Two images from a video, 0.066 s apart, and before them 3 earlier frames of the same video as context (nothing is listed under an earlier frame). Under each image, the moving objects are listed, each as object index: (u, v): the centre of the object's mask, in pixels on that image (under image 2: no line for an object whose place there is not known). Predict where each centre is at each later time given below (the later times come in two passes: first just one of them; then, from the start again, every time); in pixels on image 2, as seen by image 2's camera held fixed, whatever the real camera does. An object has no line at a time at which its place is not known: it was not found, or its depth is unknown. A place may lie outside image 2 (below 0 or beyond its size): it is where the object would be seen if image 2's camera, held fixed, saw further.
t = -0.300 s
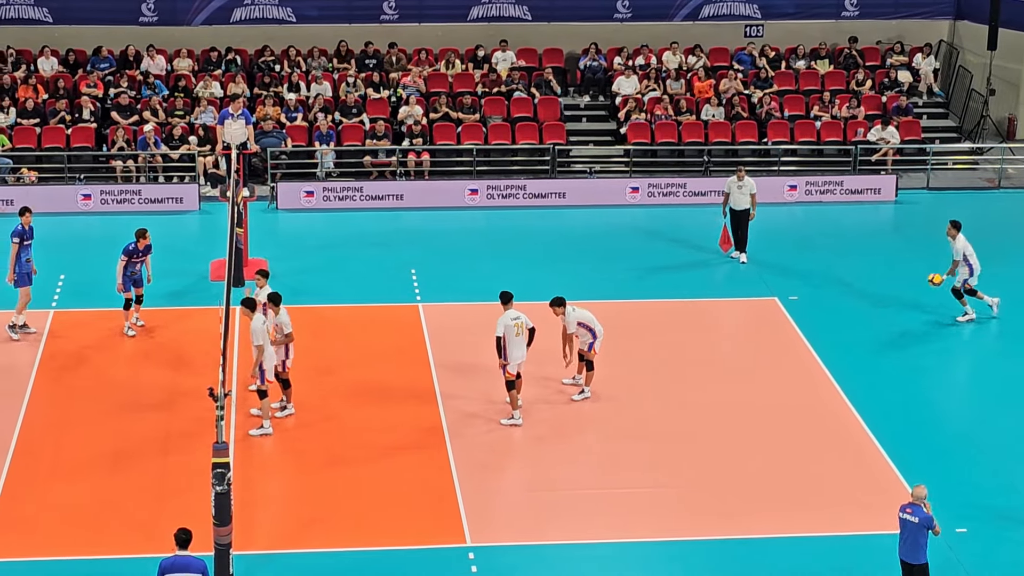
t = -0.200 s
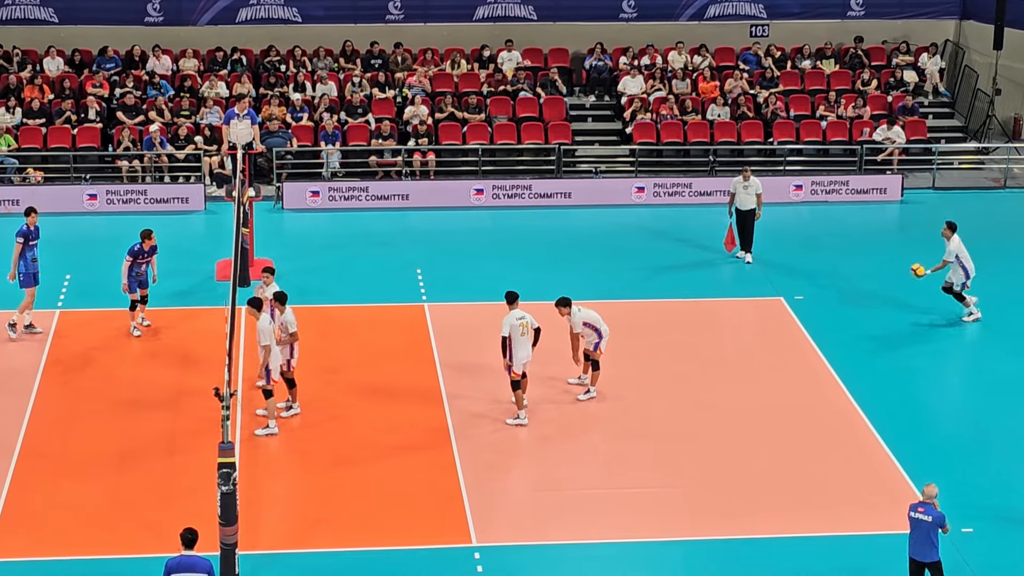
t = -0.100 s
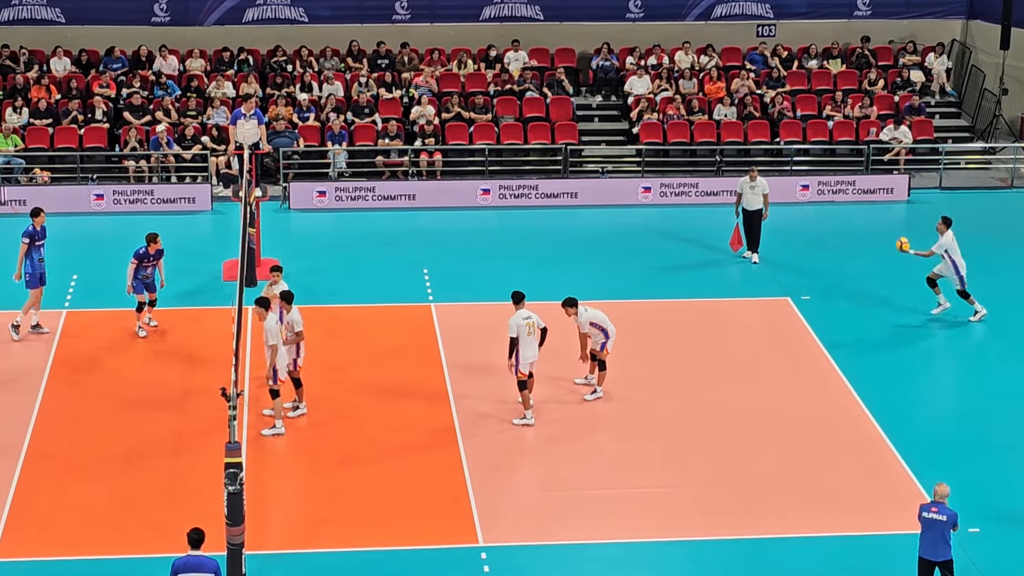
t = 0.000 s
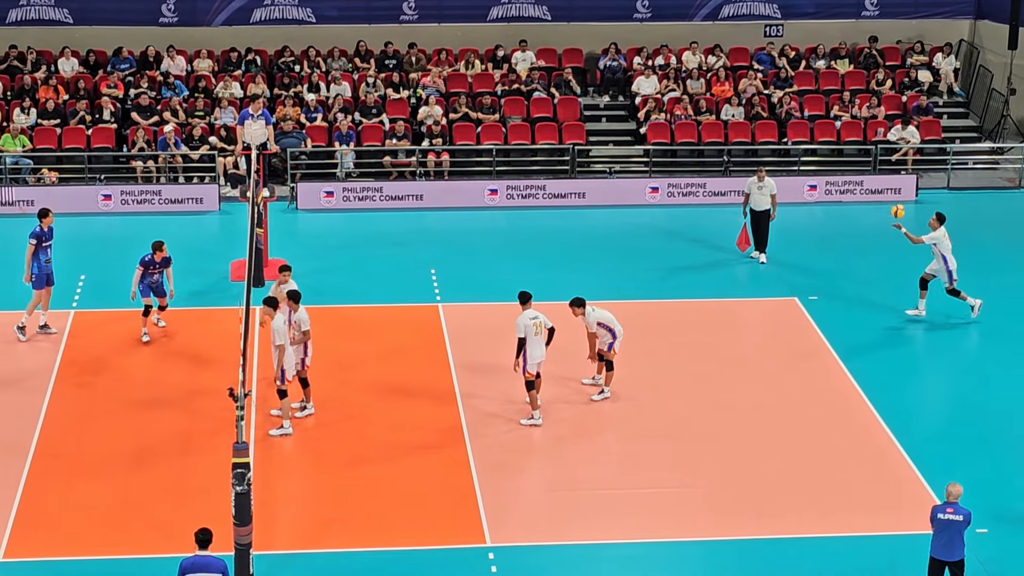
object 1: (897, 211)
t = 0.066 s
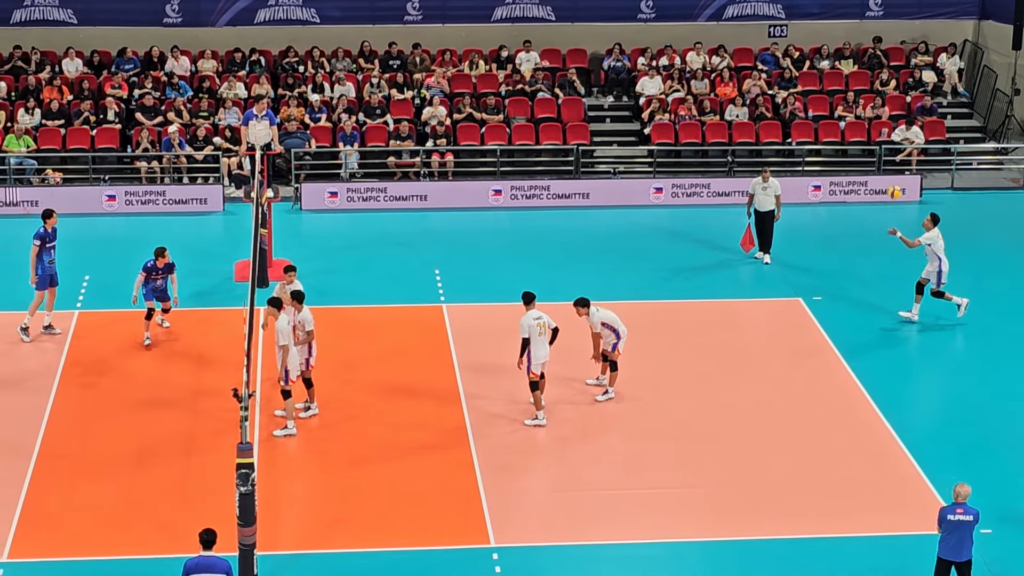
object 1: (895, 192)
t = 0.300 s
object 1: (871, 145)
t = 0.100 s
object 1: (892, 183)
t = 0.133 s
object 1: (888, 175)
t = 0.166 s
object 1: (885, 168)
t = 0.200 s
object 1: (881, 162)
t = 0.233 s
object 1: (878, 155)
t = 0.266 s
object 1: (875, 150)
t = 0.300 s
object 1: (871, 145)
